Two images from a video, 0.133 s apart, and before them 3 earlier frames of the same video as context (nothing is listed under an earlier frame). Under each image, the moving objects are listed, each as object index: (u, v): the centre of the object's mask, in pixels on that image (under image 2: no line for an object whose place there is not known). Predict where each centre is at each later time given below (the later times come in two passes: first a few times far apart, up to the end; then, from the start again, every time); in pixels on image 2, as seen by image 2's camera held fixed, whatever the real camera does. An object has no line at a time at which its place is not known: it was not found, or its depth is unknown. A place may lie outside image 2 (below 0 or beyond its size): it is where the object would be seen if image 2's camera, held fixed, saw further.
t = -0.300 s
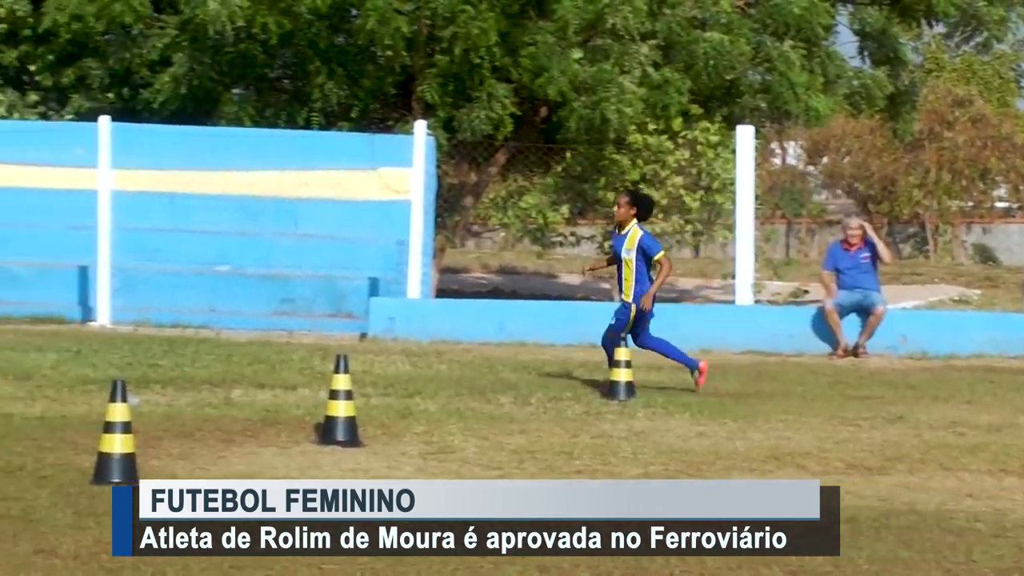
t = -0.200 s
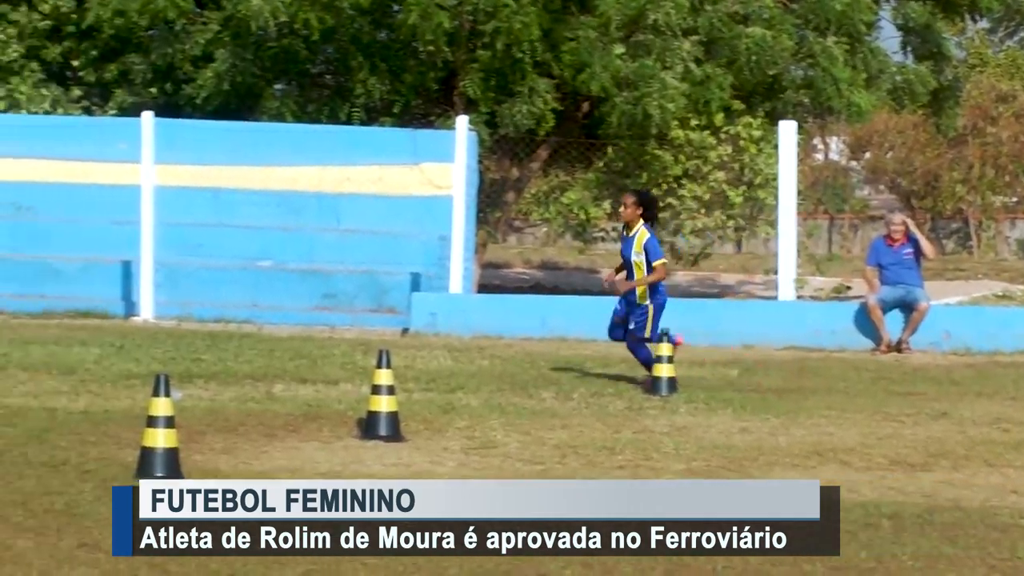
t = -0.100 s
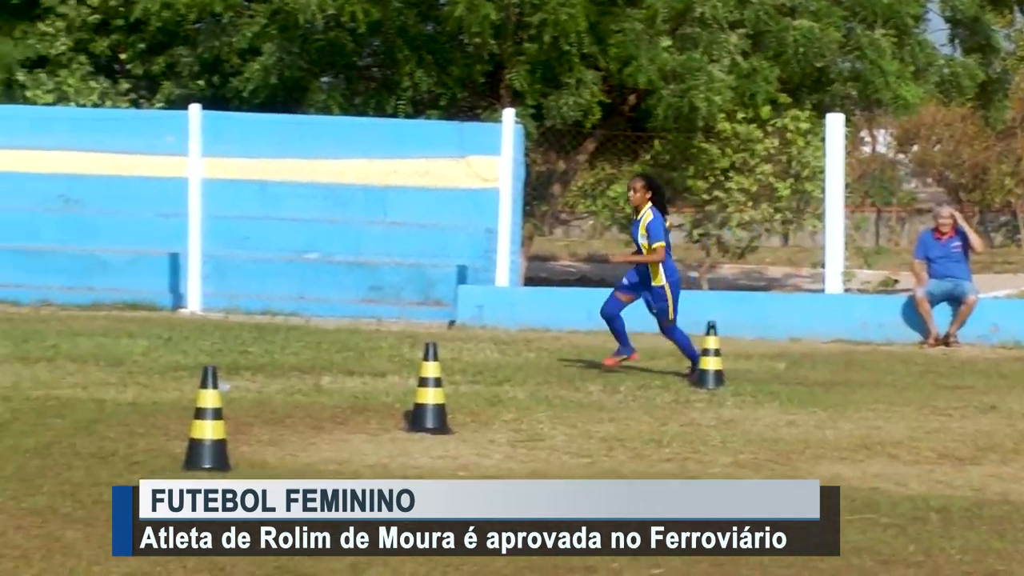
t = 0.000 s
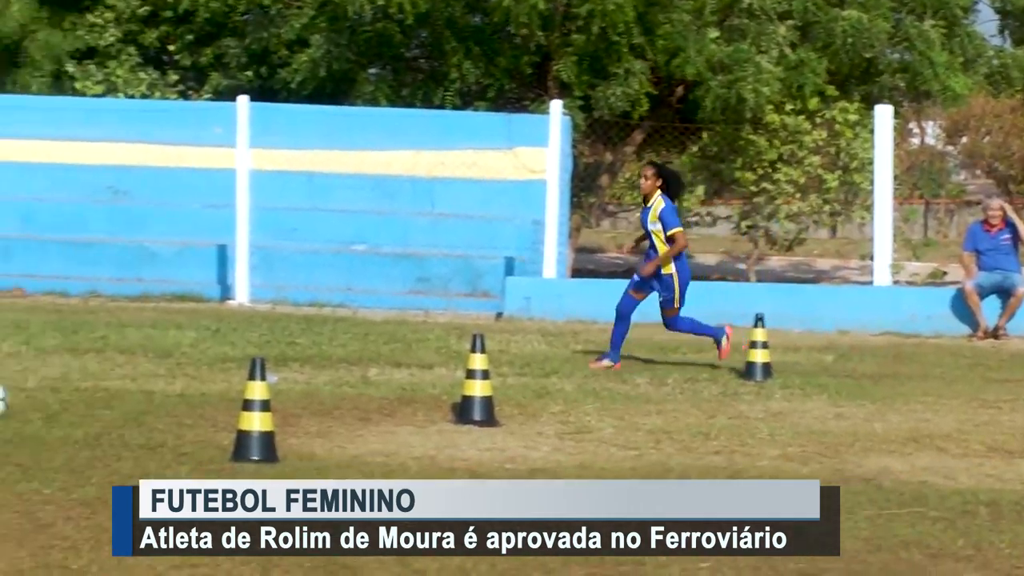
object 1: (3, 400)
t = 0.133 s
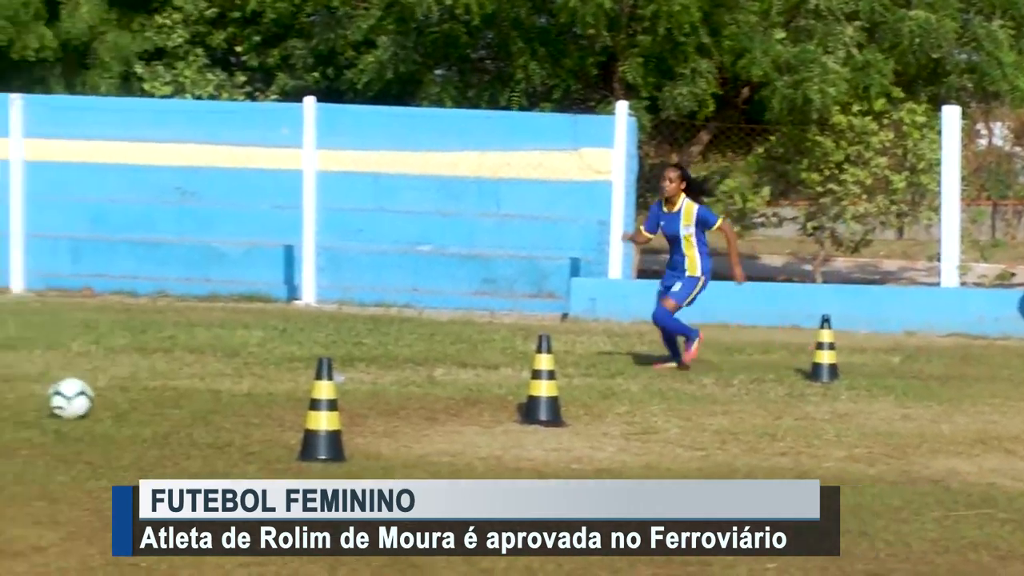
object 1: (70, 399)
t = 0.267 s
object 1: (78, 400)
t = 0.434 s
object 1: (88, 402)
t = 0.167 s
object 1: (73, 399)
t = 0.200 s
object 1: (74, 399)
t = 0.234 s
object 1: (76, 399)
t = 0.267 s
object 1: (78, 400)
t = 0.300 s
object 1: (81, 401)
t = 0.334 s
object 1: (83, 401)
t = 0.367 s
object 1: (85, 401)
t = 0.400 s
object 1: (87, 402)
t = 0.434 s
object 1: (88, 402)
